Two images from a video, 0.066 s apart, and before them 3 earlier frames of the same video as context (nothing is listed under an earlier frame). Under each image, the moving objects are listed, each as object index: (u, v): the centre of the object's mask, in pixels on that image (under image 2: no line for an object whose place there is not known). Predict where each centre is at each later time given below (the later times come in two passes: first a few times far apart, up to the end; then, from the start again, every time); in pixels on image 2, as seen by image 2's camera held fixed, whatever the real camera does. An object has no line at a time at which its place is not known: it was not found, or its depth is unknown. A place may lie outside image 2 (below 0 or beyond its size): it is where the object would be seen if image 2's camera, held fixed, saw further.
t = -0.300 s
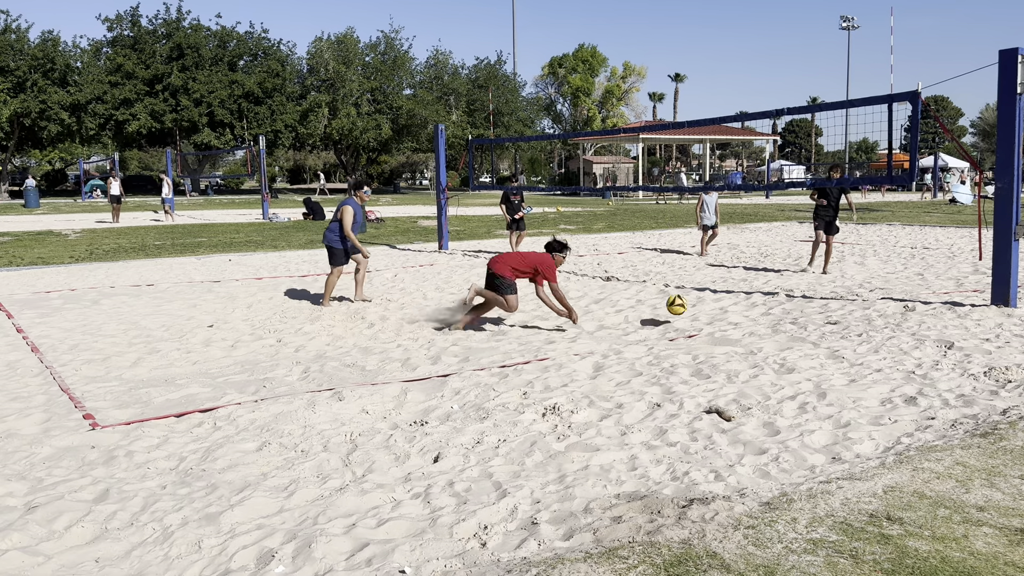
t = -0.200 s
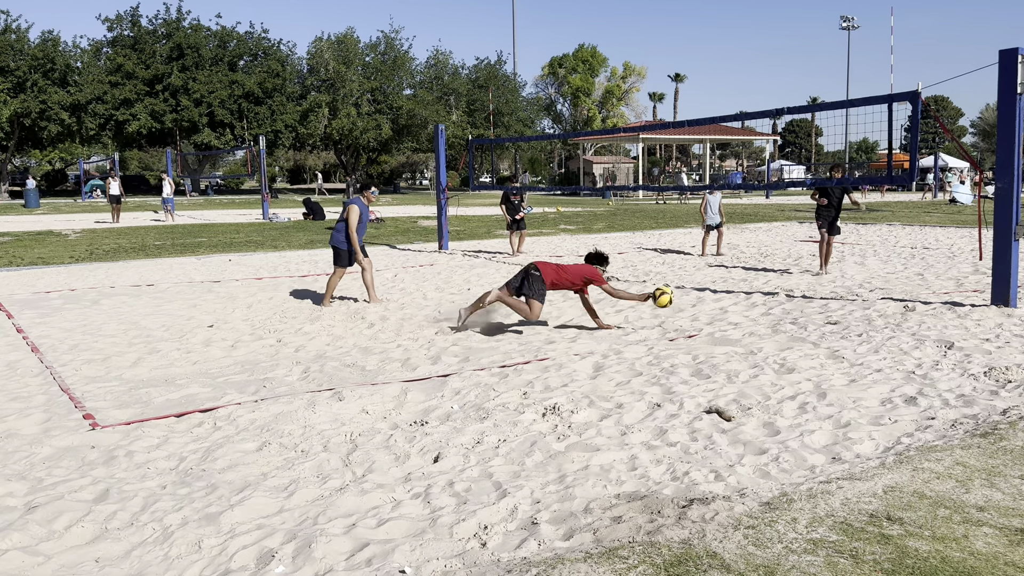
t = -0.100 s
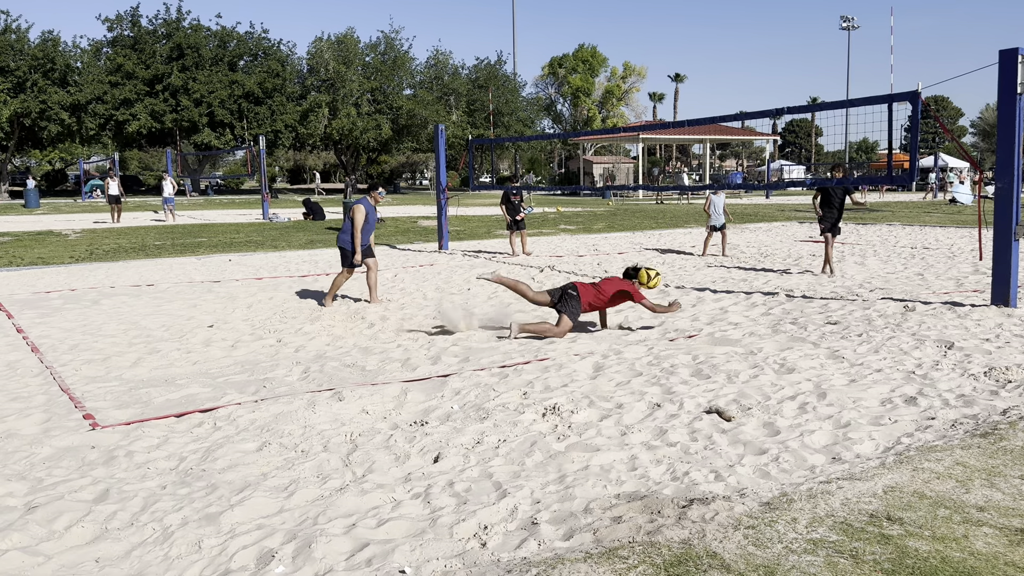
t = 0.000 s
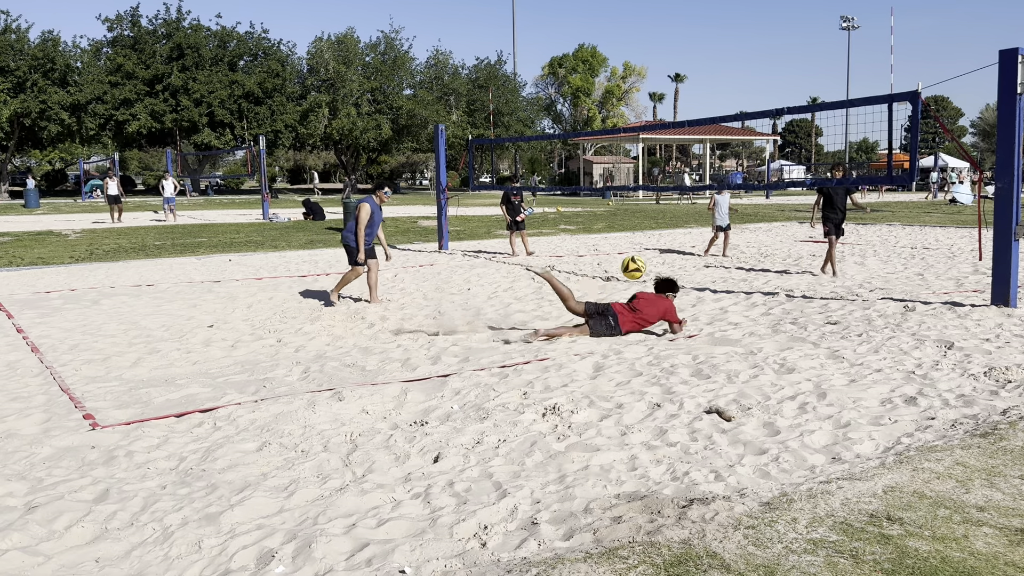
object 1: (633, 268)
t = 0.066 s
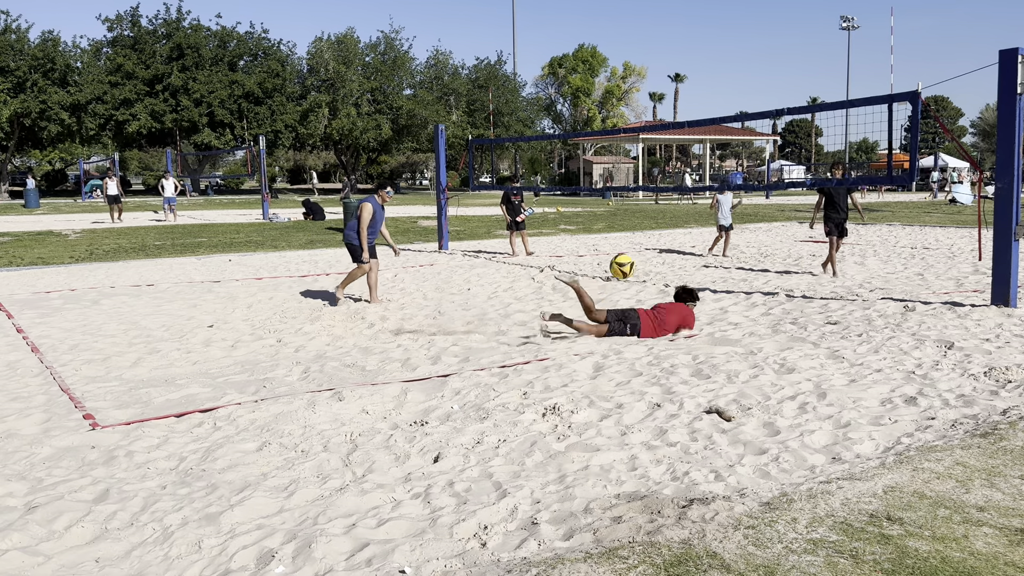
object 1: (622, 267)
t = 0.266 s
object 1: (584, 299)
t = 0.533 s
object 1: (517, 378)
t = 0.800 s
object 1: (413, 418)
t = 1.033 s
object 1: (296, 456)
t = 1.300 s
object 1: (141, 507)
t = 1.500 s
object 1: (15, 554)
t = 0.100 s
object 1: (616, 268)
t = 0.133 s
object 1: (610, 271)
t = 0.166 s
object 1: (604, 275)
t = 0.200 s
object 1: (598, 282)
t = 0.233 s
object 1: (591, 289)
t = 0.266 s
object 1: (584, 299)
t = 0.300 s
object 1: (577, 310)
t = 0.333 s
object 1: (570, 324)
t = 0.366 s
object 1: (563, 339)
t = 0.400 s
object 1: (555, 356)
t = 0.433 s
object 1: (547, 373)
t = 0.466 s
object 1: (537, 373)
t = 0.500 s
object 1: (527, 375)
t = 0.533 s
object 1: (517, 378)
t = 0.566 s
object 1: (505, 382)
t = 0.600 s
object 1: (494, 389)
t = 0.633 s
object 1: (482, 397)
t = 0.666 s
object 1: (469, 402)
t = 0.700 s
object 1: (456, 403)
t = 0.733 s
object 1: (443, 406)
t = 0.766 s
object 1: (428, 411)
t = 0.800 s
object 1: (413, 418)
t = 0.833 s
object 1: (398, 425)
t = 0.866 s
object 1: (382, 428)
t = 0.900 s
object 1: (366, 433)
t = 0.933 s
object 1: (349, 440)
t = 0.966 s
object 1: (331, 449)
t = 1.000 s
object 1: (313, 460)
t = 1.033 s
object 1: (296, 456)
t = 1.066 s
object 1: (279, 453)
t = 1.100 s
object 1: (261, 453)
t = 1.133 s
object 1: (242, 455)
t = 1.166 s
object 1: (223, 460)
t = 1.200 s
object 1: (204, 466)
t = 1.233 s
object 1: (183, 477)
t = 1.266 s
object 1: (163, 490)
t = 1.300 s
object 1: (141, 507)
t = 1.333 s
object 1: (119, 526)
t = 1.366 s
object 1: (96, 538)
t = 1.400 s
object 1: (73, 540)
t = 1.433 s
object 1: (49, 544)
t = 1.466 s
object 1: (28, 549)
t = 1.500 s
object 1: (15, 554)
